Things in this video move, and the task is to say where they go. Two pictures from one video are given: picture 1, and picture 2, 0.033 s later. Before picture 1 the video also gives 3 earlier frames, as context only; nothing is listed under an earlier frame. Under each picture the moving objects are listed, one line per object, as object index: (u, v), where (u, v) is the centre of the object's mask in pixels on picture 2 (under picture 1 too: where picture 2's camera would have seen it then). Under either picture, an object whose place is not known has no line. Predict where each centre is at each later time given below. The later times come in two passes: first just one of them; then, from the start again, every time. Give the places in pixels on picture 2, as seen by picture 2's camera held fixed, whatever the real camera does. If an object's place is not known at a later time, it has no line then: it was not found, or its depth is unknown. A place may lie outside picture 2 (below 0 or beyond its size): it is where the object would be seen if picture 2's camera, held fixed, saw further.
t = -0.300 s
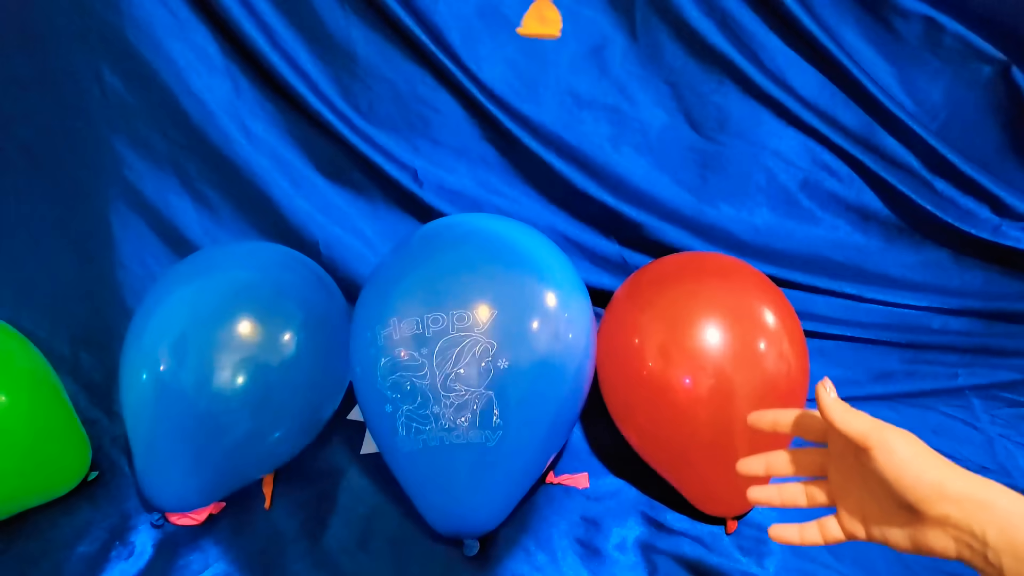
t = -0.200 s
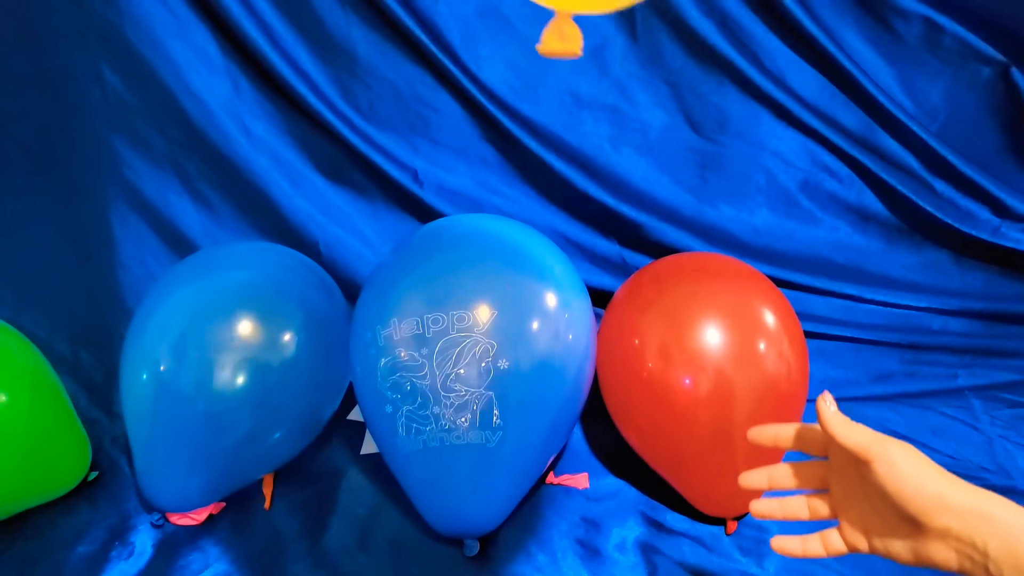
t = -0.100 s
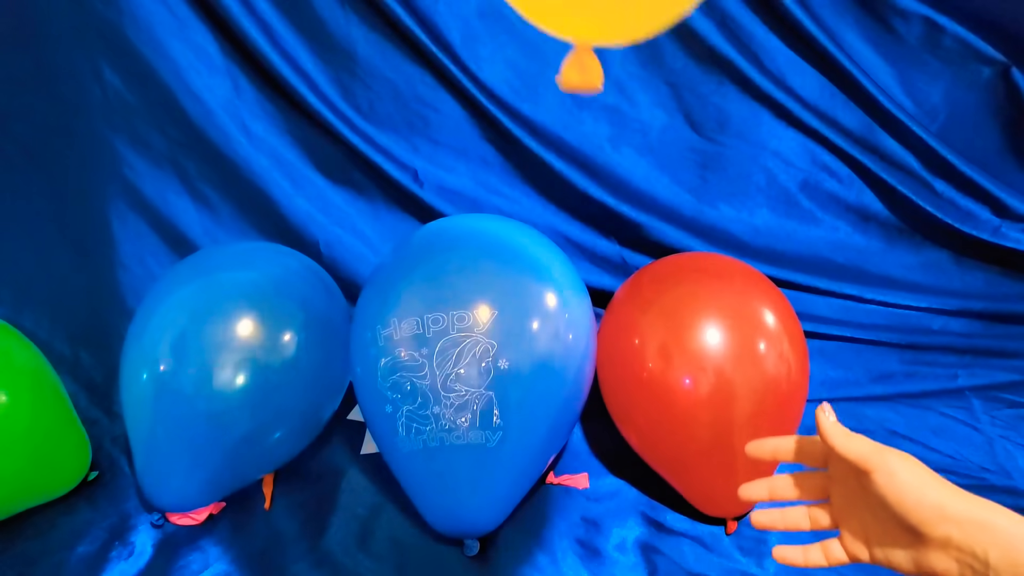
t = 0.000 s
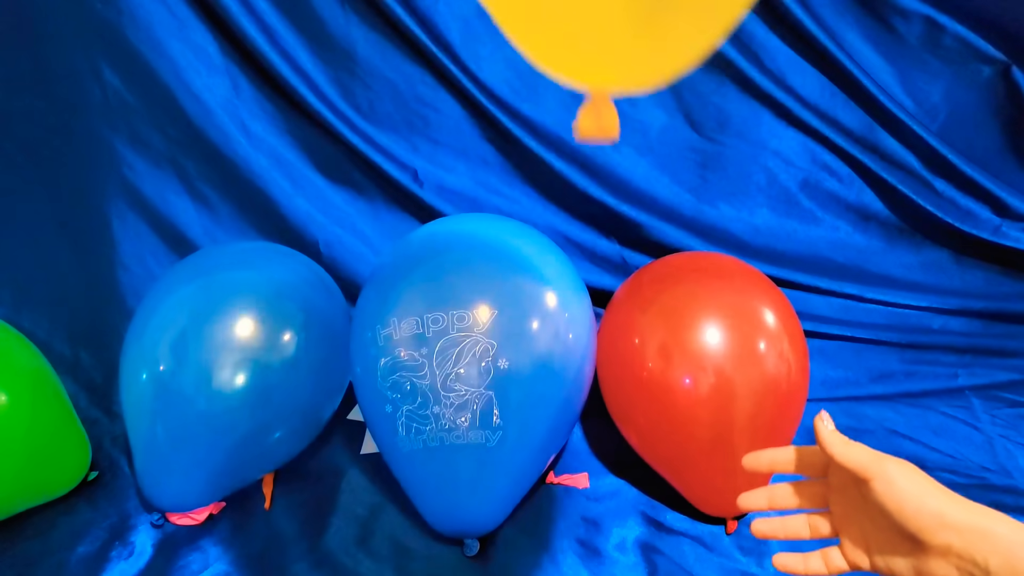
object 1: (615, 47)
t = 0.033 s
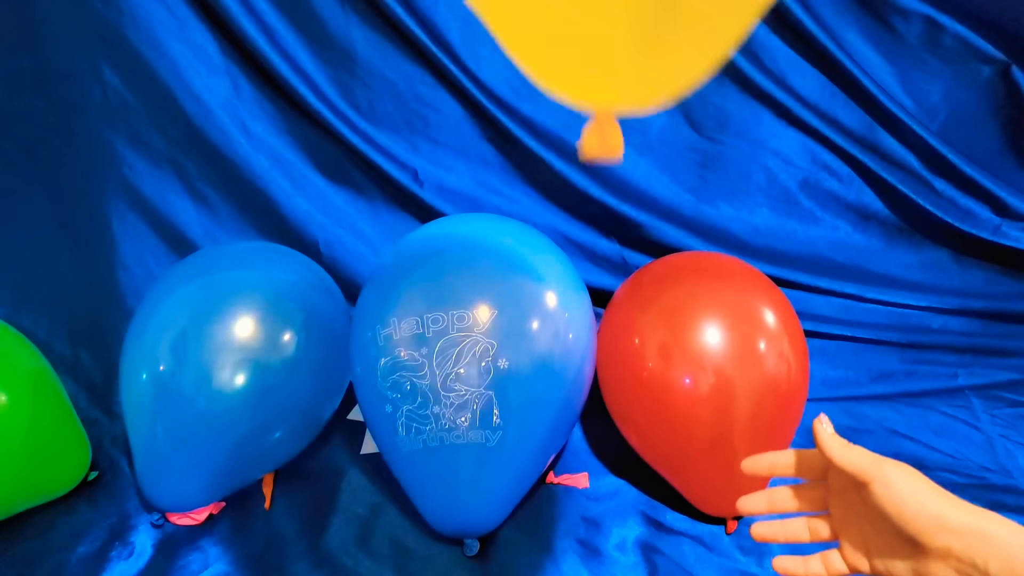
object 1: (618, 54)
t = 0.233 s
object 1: (616, 103)
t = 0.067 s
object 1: (621, 62)
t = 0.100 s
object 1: (622, 70)
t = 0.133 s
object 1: (622, 78)
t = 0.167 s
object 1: (620, 86)
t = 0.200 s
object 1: (619, 95)
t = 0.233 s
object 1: (616, 103)
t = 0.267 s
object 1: (613, 111)
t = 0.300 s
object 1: (611, 121)
